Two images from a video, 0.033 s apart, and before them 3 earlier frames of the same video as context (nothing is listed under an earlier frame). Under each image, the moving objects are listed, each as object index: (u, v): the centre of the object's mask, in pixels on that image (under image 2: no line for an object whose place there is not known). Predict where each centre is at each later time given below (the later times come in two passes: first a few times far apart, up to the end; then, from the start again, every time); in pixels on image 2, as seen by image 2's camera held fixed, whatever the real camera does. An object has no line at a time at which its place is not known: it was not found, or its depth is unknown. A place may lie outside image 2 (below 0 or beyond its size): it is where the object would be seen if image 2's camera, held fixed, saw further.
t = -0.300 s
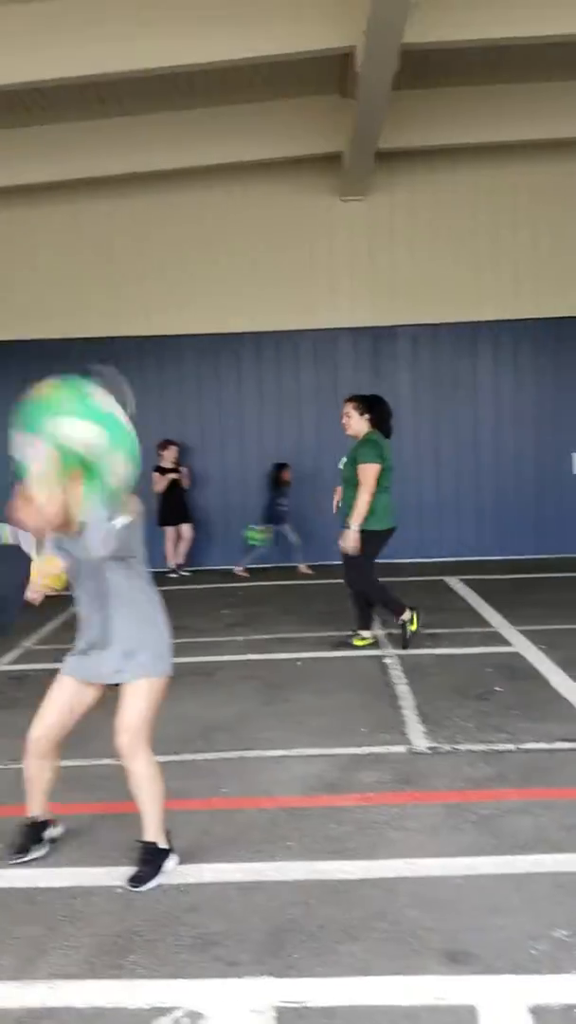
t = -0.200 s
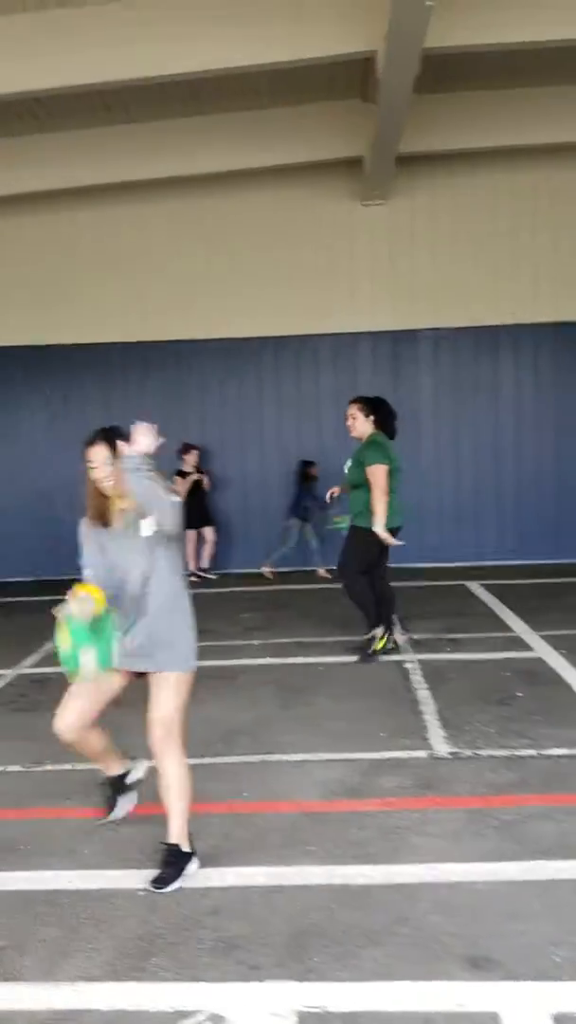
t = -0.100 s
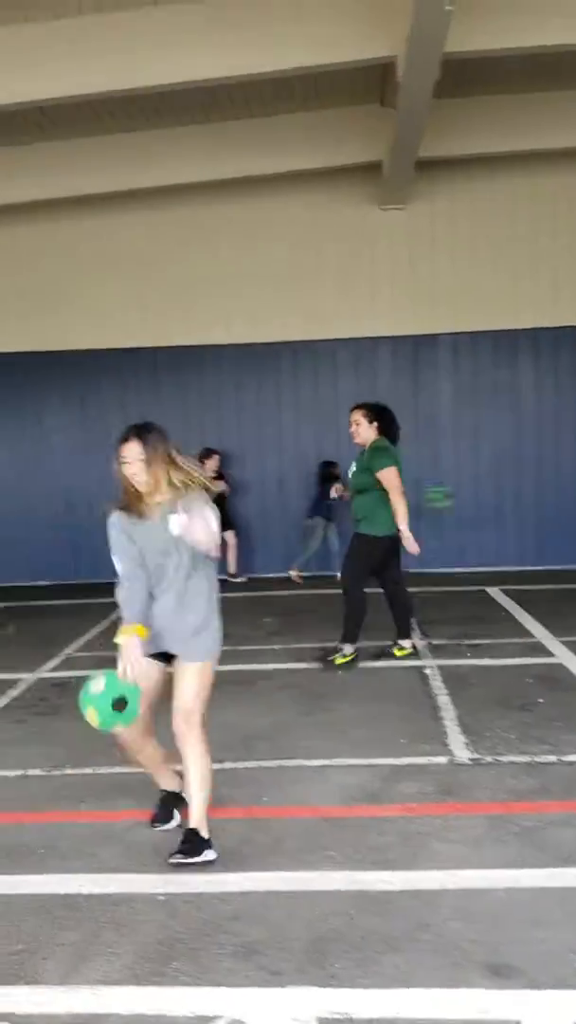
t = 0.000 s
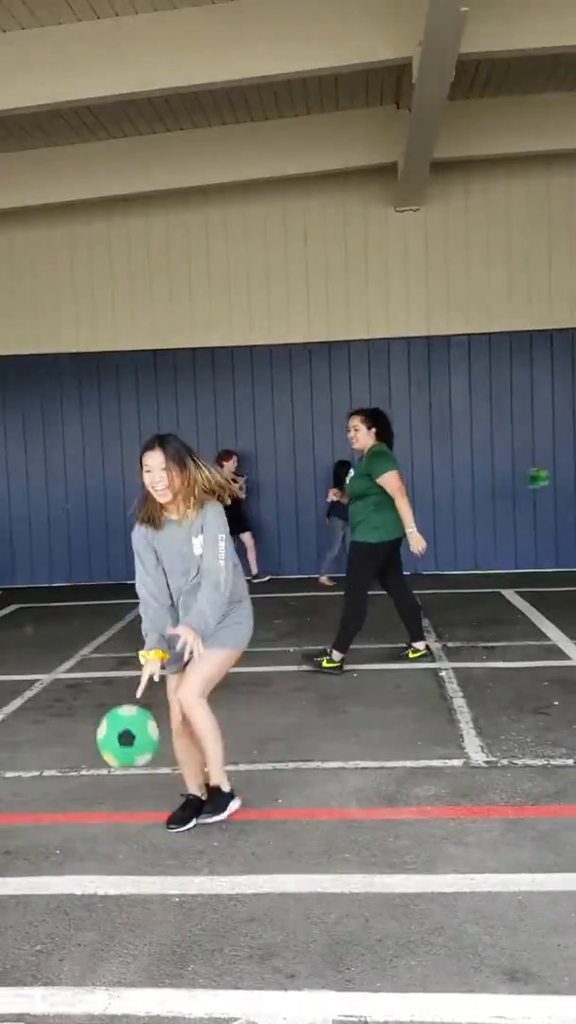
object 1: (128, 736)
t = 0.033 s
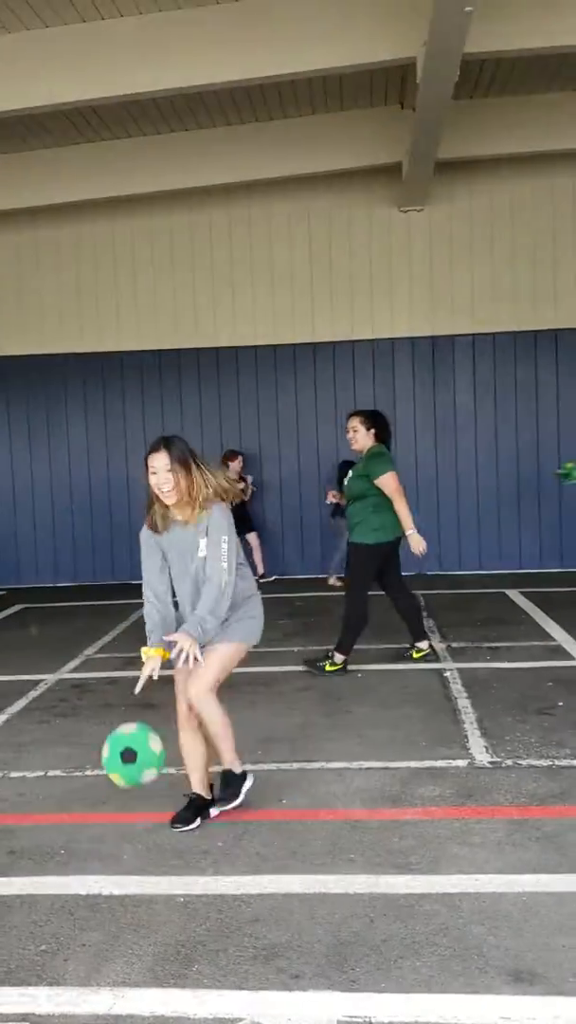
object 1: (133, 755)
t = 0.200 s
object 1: (137, 880)
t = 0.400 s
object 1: (134, 871)
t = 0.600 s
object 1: (134, 887)
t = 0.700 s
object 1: (133, 888)
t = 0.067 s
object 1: (134, 776)
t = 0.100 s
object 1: (135, 801)
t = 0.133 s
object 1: (136, 830)
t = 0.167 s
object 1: (137, 861)
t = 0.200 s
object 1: (137, 880)
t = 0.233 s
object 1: (136, 872)
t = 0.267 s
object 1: (135, 865)
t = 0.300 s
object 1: (135, 862)
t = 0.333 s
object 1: (134, 862)
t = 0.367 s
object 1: (134, 865)
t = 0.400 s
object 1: (134, 871)
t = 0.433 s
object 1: (134, 880)
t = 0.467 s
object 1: (134, 886)
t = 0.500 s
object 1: (133, 884)
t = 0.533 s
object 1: (133, 883)
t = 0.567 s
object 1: (133, 885)
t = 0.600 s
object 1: (134, 887)
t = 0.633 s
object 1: (133, 887)
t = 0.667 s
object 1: (133, 887)
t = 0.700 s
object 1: (133, 888)
